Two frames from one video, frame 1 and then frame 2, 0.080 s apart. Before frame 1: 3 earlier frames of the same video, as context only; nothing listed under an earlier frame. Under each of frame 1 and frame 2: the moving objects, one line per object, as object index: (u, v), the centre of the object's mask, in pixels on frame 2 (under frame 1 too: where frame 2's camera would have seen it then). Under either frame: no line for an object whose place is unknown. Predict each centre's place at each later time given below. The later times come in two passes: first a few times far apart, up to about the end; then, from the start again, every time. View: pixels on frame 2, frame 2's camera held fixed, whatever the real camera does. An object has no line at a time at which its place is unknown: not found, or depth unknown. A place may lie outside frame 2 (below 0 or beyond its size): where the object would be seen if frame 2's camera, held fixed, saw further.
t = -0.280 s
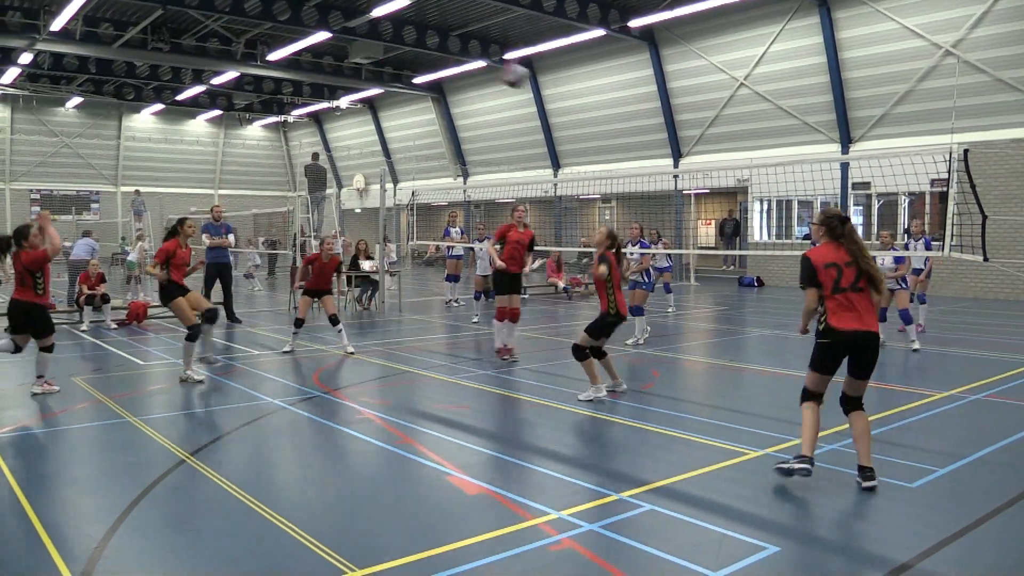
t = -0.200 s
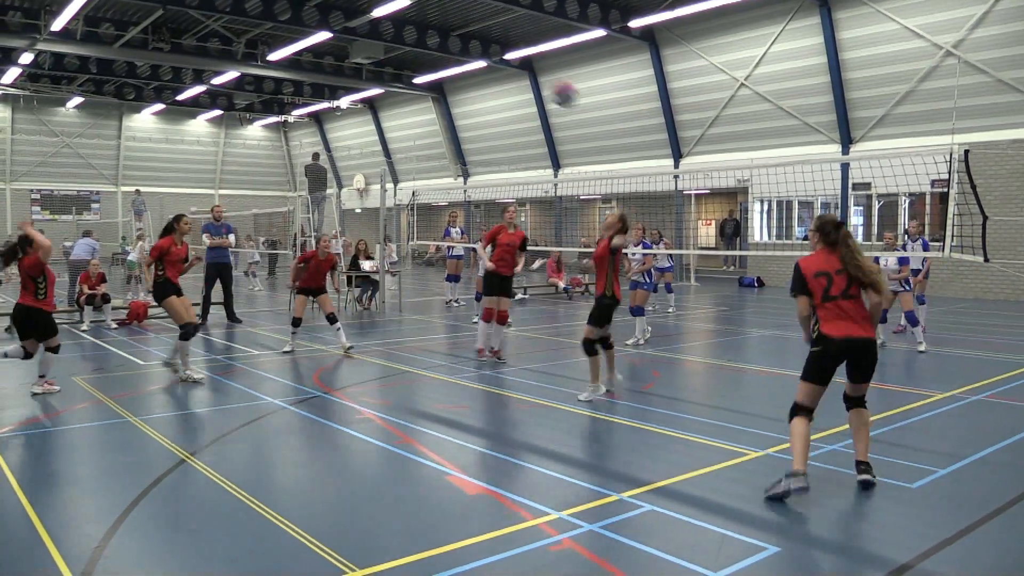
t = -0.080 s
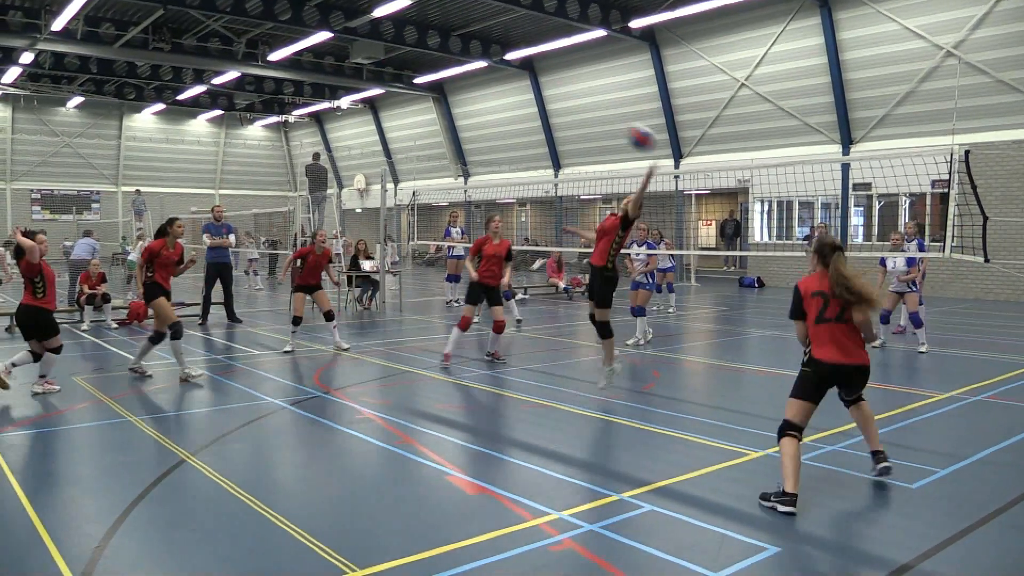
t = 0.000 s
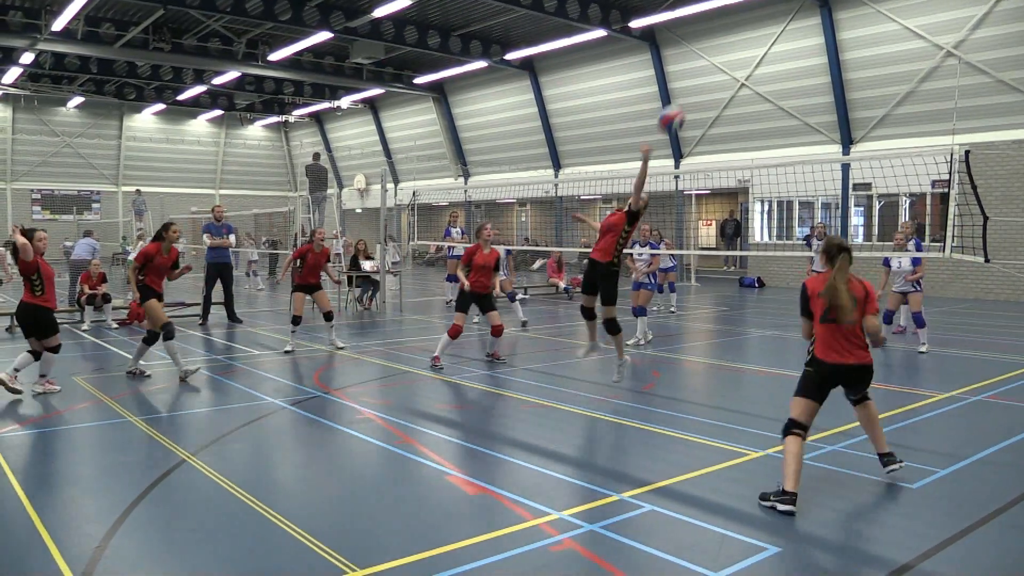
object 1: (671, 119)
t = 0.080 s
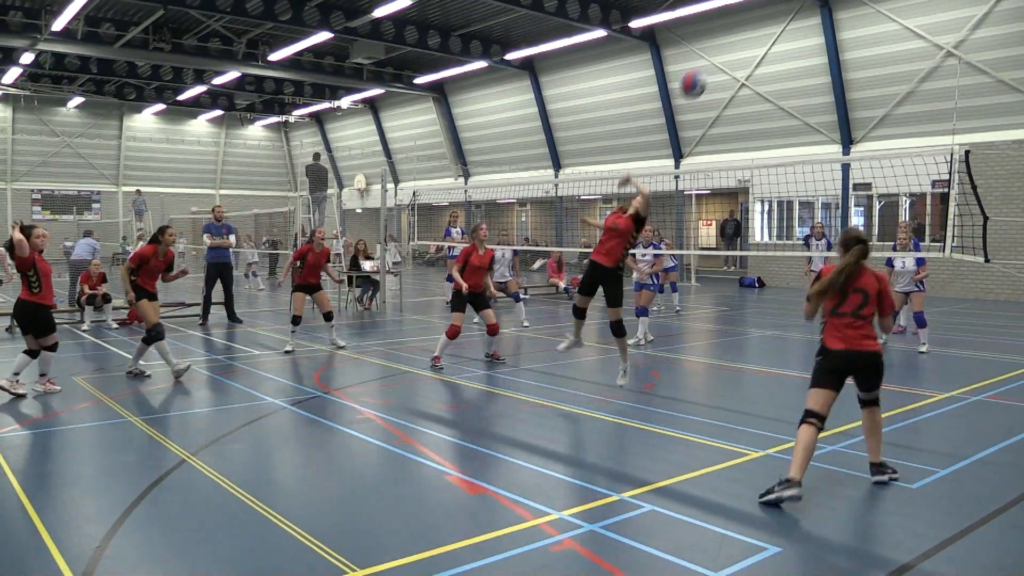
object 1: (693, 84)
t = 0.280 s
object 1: (746, 29)
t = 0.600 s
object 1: (831, 45)
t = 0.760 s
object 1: (876, 103)
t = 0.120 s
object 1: (704, 70)
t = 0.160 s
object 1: (713, 58)
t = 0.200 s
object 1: (724, 45)
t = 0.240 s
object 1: (735, 36)
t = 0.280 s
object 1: (746, 29)
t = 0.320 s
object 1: (756, 25)
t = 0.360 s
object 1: (767, 21)
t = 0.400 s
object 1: (777, 21)
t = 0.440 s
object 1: (788, 21)
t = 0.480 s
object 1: (800, 23)
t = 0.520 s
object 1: (810, 28)
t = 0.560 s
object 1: (820, 36)
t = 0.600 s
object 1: (831, 45)
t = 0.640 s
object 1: (841, 55)
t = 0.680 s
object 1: (852, 68)
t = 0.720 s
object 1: (865, 86)
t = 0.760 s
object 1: (876, 103)
